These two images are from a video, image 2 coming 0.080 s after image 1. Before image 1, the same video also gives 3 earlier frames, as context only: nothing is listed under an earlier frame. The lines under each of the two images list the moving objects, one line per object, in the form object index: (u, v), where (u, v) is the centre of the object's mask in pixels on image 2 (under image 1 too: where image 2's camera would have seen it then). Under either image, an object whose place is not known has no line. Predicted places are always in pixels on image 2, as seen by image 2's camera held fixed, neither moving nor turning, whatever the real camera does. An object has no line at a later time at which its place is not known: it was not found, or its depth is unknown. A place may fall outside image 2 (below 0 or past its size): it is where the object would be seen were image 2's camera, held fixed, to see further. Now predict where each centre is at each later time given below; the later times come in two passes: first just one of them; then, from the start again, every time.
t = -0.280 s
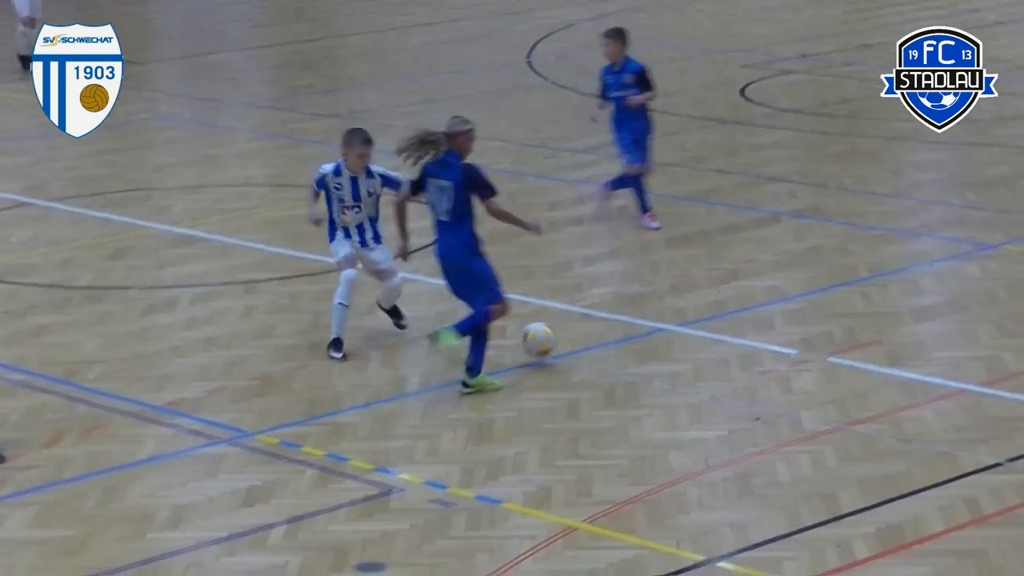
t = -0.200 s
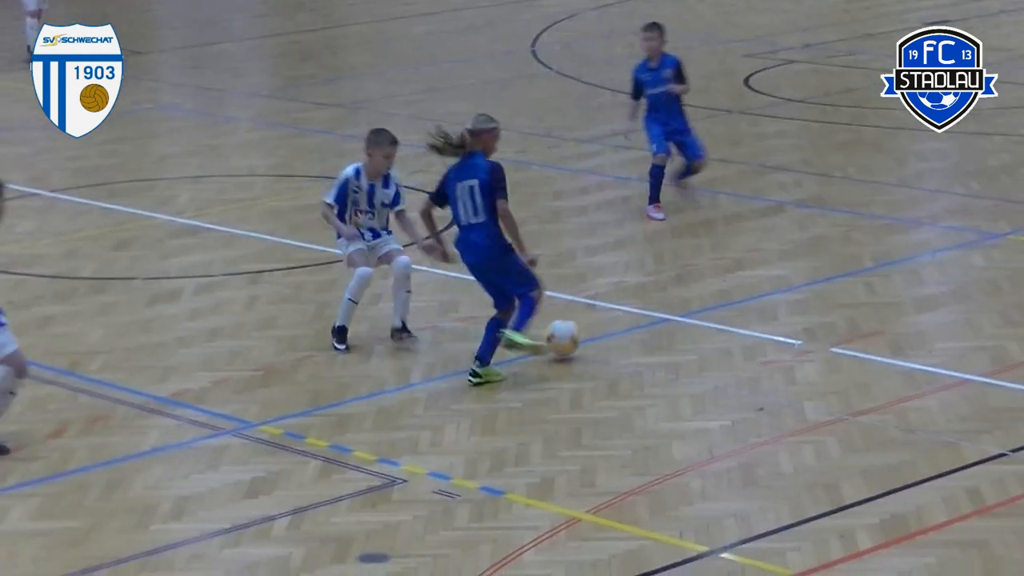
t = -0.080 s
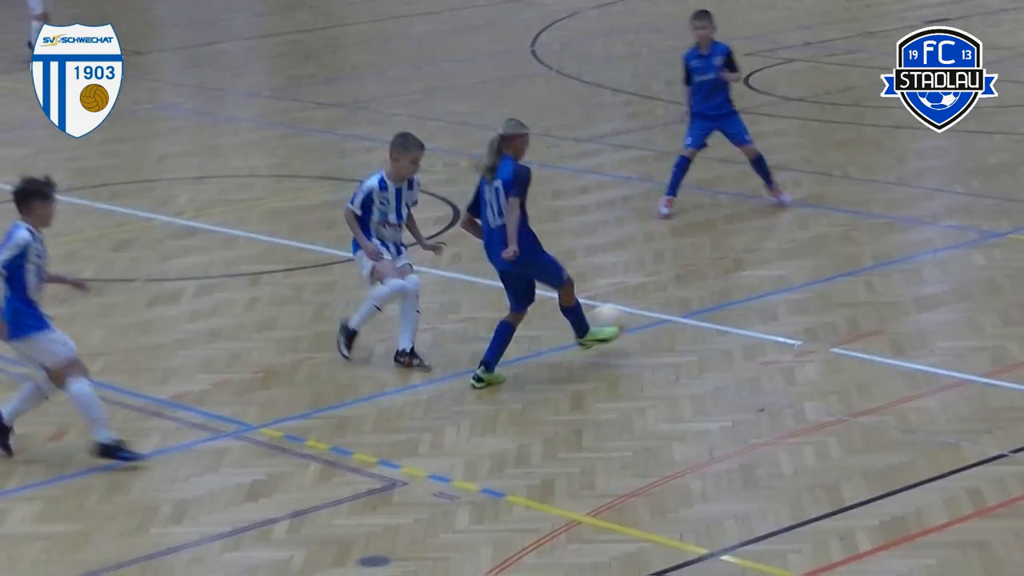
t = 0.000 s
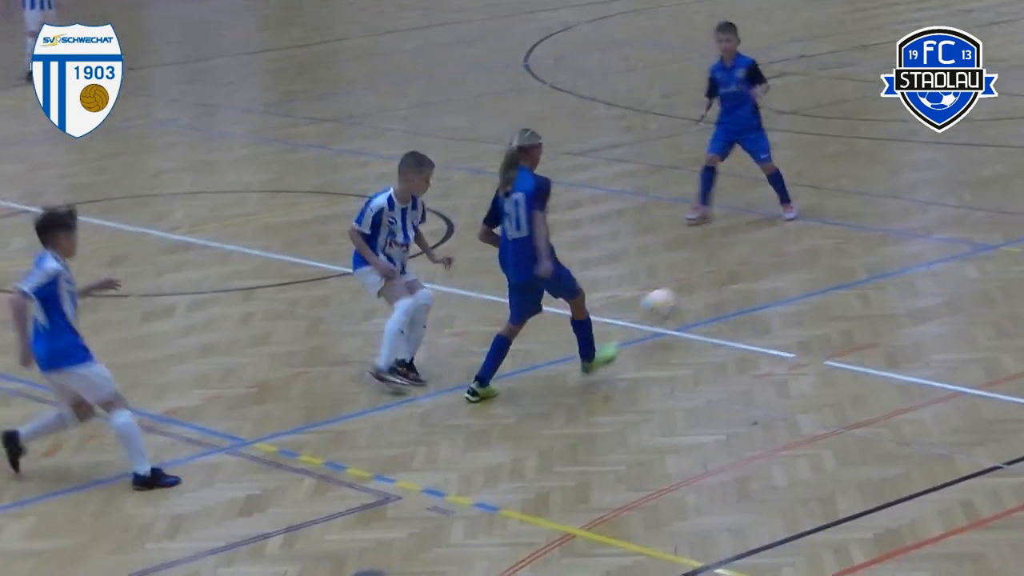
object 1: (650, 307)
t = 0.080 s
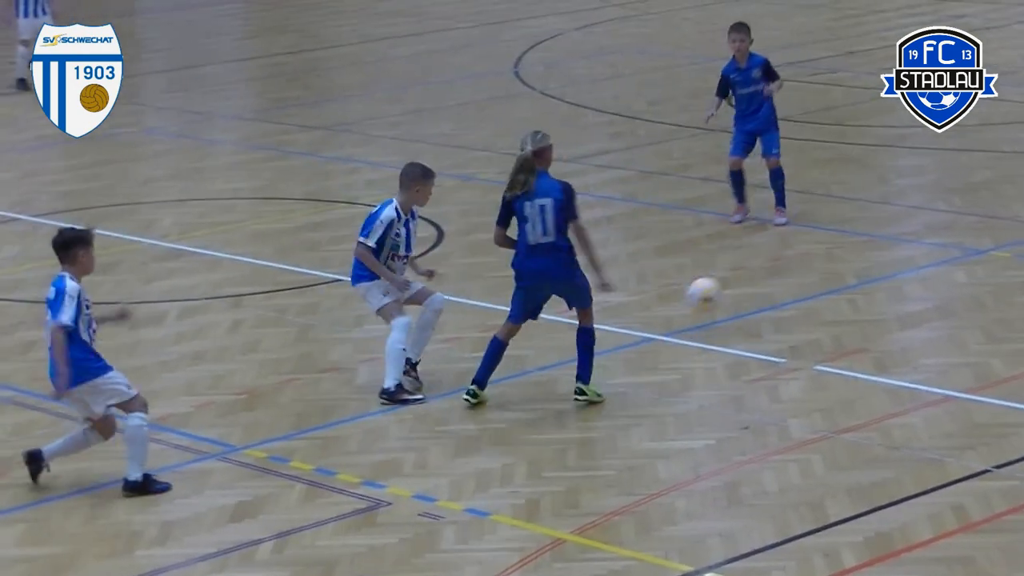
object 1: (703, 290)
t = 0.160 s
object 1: (753, 289)
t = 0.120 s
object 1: (729, 286)
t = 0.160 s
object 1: (753, 289)
